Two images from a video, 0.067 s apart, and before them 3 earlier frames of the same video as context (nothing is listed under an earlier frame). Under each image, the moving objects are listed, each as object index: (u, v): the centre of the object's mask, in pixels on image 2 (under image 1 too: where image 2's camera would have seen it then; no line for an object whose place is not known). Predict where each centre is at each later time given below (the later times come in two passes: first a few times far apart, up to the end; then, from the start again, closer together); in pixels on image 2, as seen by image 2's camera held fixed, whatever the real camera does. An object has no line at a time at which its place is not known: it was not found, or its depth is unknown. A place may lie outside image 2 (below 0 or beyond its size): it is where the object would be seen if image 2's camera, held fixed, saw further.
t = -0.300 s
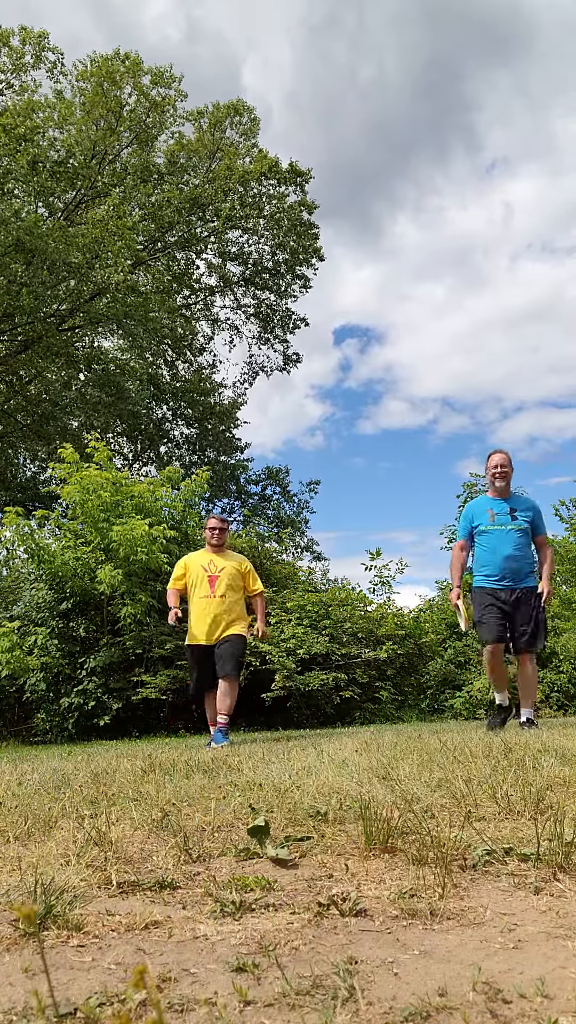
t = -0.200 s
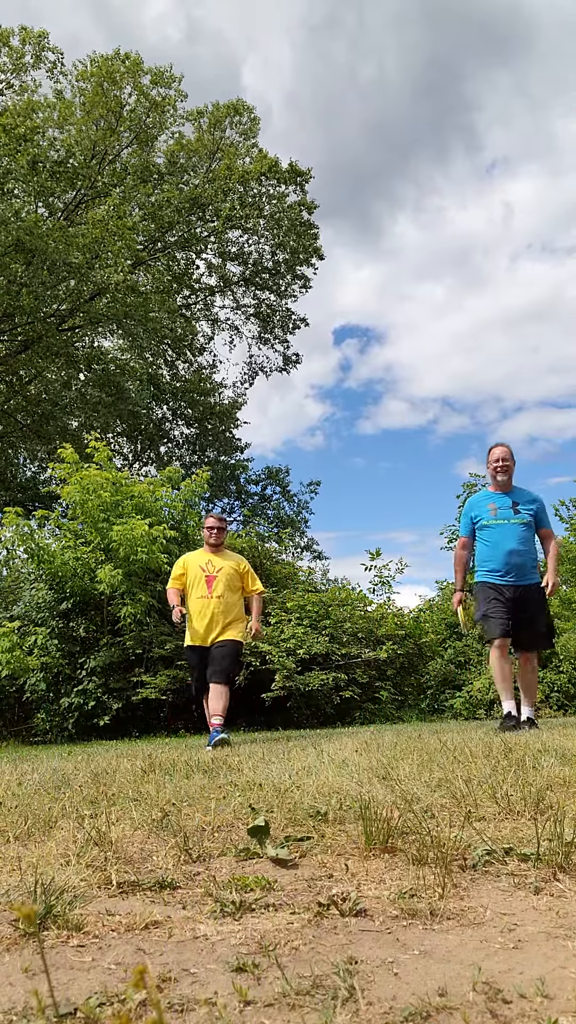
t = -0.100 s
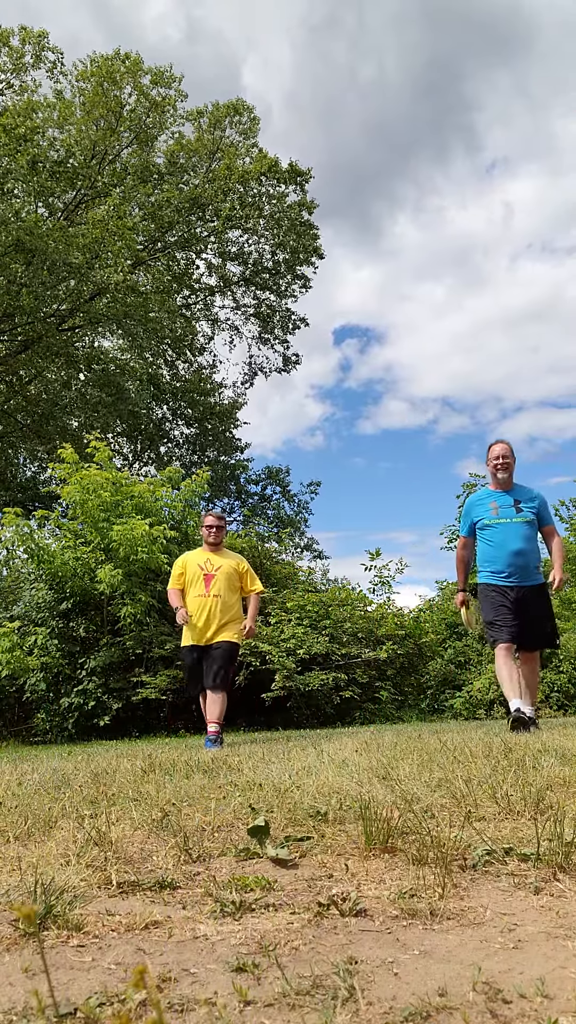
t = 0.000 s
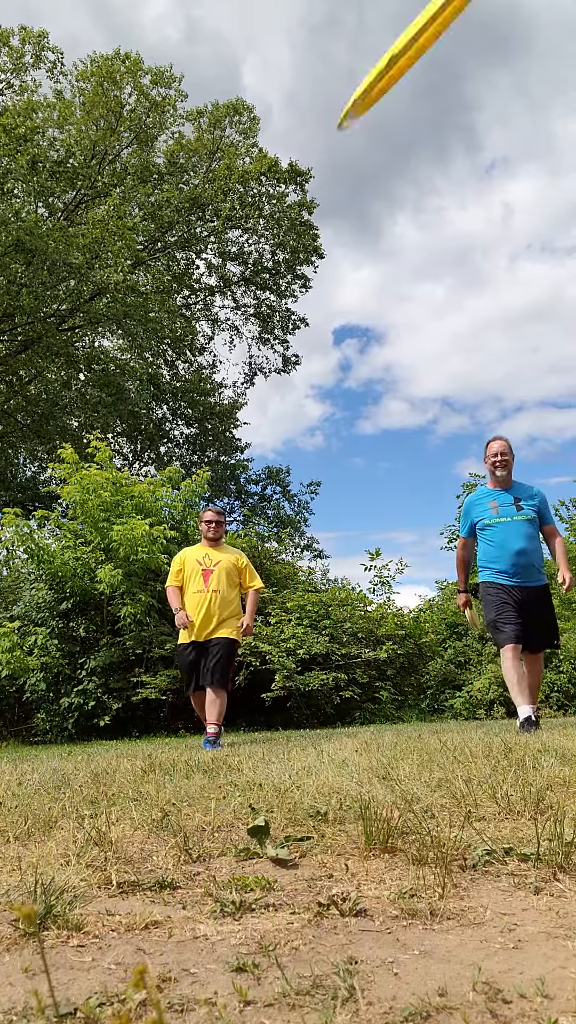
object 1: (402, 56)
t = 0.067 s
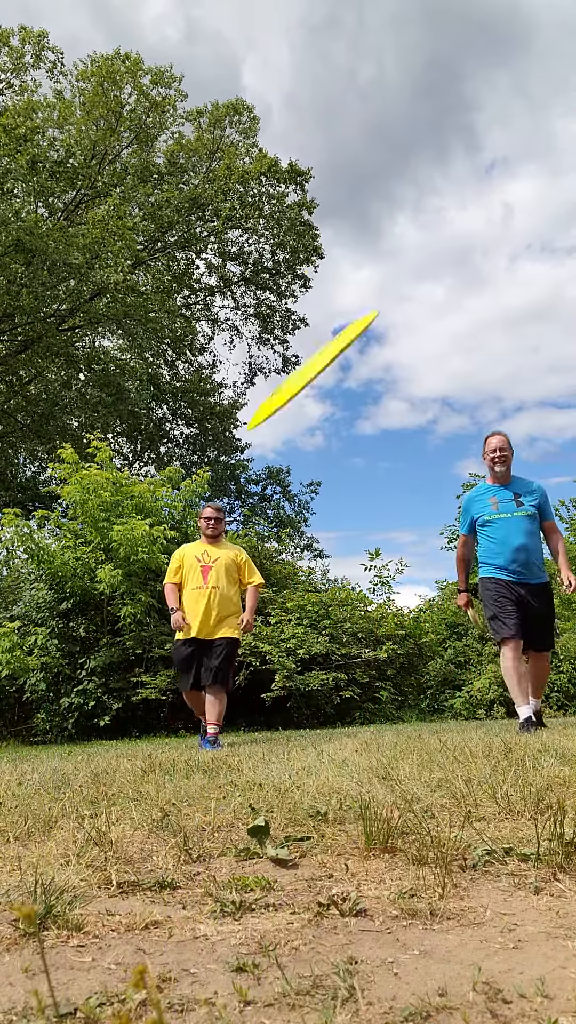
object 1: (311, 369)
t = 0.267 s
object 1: (129, 806)
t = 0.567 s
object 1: (131, 790)
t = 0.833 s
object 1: (158, 778)
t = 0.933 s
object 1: (148, 783)
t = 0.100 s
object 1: (270, 484)
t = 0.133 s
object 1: (231, 579)
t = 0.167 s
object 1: (194, 663)
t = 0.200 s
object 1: (138, 775)
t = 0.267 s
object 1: (129, 806)
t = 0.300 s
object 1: (142, 788)
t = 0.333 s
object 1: (143, 792)
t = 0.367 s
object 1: (139, 791)
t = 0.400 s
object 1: (135, 790)
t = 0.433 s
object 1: (131, 789)
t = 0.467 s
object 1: (142, 790)
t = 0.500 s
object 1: (134, 791)
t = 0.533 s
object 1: (133, 790)
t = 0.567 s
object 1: (131, 790)
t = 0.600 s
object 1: (127, 790)
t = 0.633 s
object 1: (124, 790)
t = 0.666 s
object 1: (124, 790)
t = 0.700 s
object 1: (125, 790)
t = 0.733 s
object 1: (138, 790)
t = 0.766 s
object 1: (143, 787)
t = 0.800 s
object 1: (149, 782)
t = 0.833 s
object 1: (158, 778)
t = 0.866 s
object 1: (139, 787)
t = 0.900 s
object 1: (147, 785)
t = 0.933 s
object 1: (148, 783)
